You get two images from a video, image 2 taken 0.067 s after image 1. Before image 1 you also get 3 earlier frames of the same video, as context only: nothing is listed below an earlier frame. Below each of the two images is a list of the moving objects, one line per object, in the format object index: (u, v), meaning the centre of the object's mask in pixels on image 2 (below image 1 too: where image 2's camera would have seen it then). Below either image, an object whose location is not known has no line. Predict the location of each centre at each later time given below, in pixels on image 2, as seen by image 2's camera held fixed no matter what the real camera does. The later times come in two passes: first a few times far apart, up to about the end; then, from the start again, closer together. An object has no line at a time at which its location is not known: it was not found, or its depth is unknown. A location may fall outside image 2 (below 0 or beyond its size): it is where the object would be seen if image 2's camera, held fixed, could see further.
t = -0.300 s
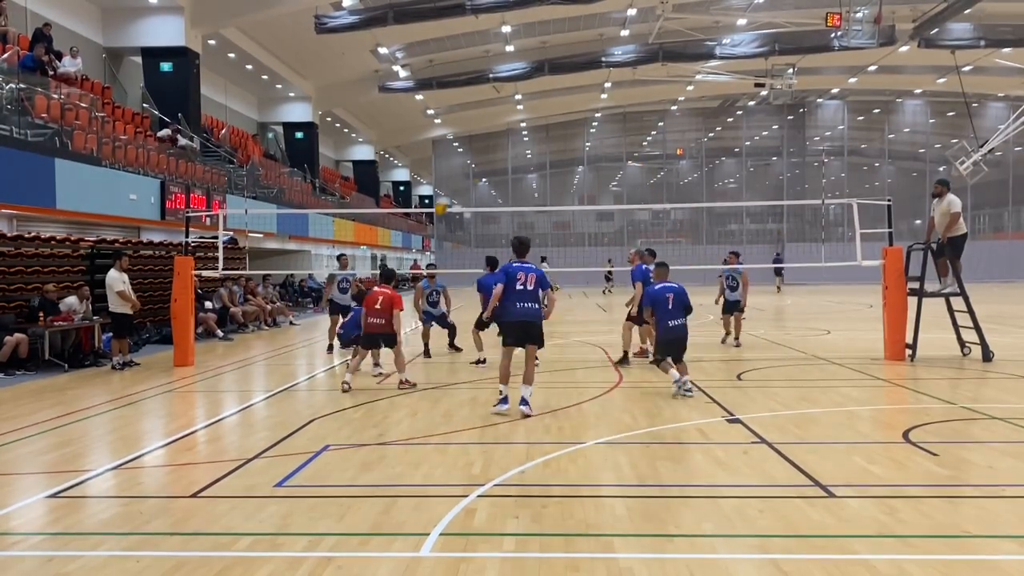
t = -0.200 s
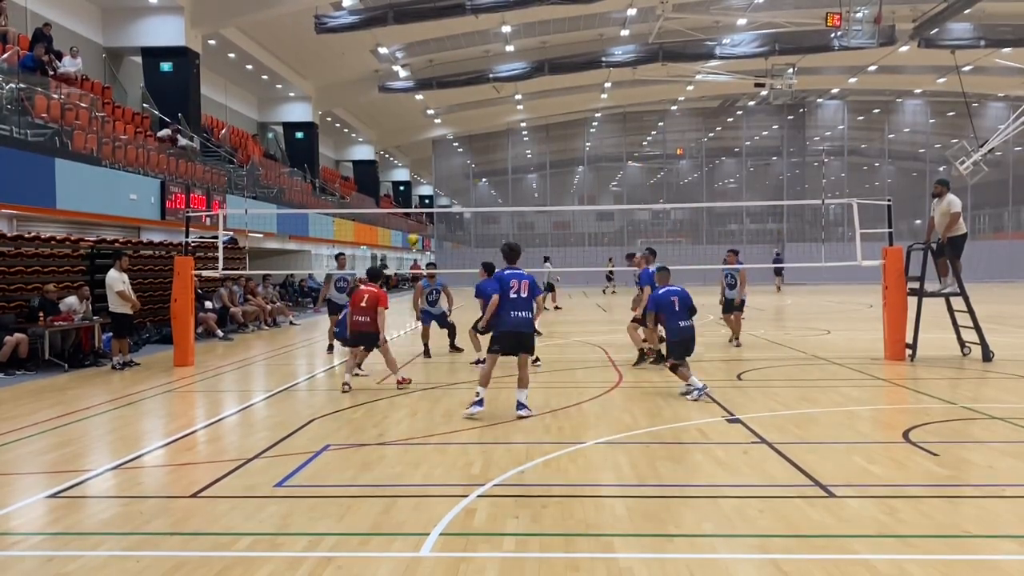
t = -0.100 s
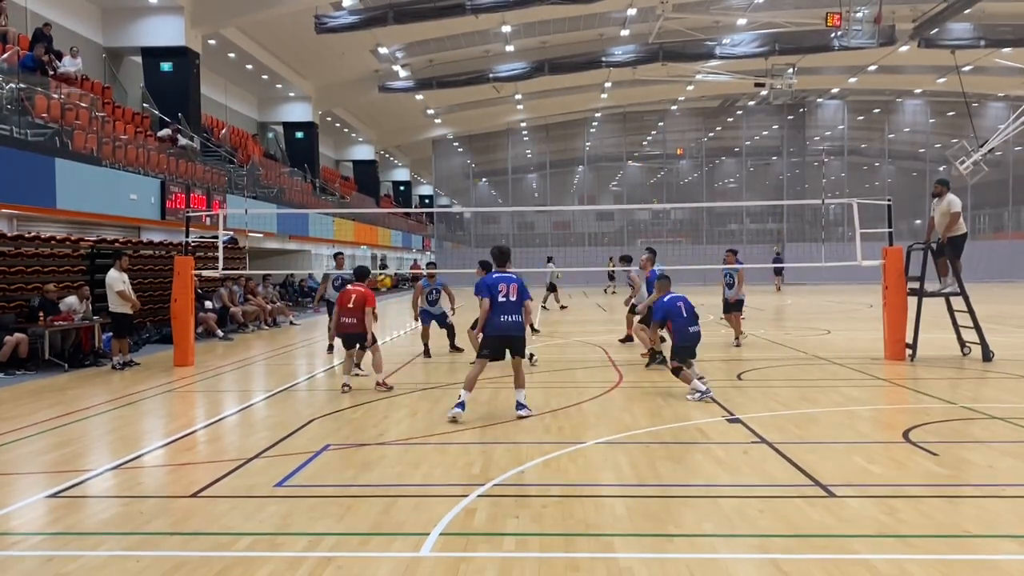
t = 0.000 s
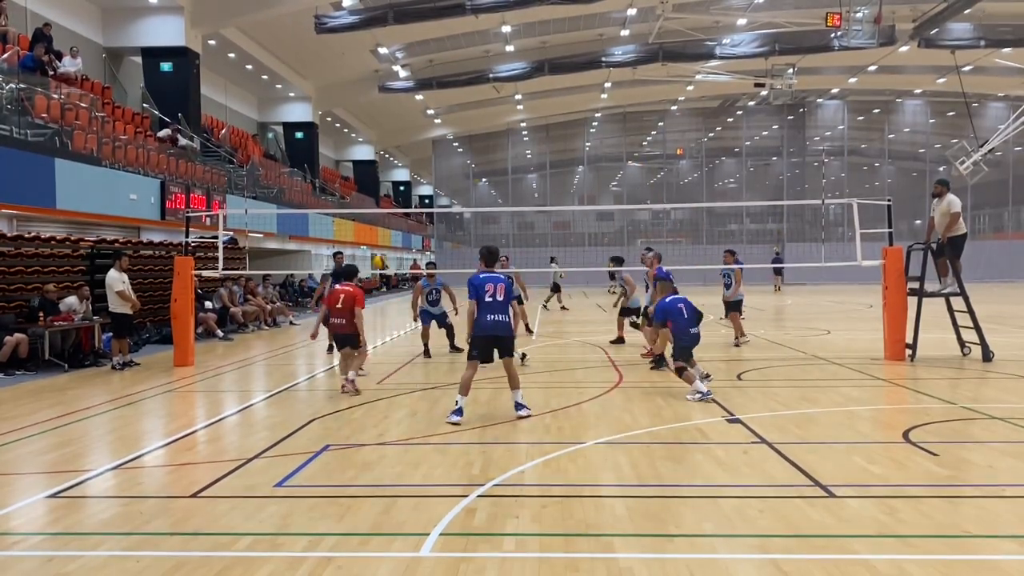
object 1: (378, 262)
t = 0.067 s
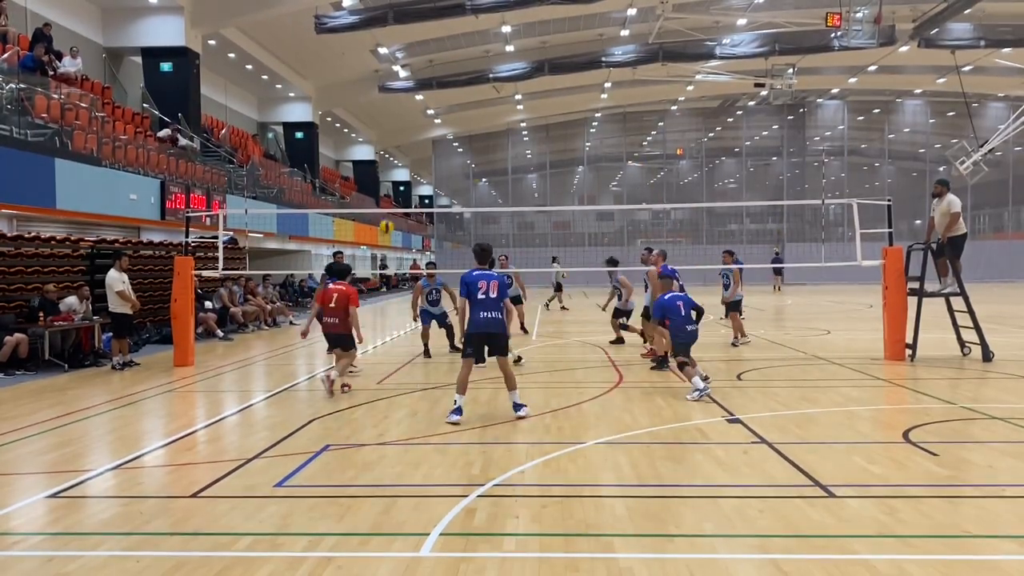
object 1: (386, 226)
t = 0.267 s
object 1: (407, 142)
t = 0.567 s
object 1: (439, 67)
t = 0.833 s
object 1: (471, 53)
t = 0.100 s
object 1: (390, 210)
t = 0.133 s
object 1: (393, 196)
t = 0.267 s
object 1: (407, 142)
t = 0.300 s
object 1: (410, 131)
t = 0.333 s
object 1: (414, 120)
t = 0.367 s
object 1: (419, 110)
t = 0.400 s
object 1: (422, 101)
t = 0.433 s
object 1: (425, 93)
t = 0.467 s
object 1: (428, 85)
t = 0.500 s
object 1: (433, 78)
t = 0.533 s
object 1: (436, 72)
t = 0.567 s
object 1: (439, 67)
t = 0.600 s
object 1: (443, 63)
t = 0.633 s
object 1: (447, 59)
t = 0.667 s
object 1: (451, 56)
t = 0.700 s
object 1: (455, 54)
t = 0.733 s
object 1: (459, 52)
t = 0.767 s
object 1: (462, 52)
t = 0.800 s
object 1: (467, 52)
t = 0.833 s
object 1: (471, 53)
